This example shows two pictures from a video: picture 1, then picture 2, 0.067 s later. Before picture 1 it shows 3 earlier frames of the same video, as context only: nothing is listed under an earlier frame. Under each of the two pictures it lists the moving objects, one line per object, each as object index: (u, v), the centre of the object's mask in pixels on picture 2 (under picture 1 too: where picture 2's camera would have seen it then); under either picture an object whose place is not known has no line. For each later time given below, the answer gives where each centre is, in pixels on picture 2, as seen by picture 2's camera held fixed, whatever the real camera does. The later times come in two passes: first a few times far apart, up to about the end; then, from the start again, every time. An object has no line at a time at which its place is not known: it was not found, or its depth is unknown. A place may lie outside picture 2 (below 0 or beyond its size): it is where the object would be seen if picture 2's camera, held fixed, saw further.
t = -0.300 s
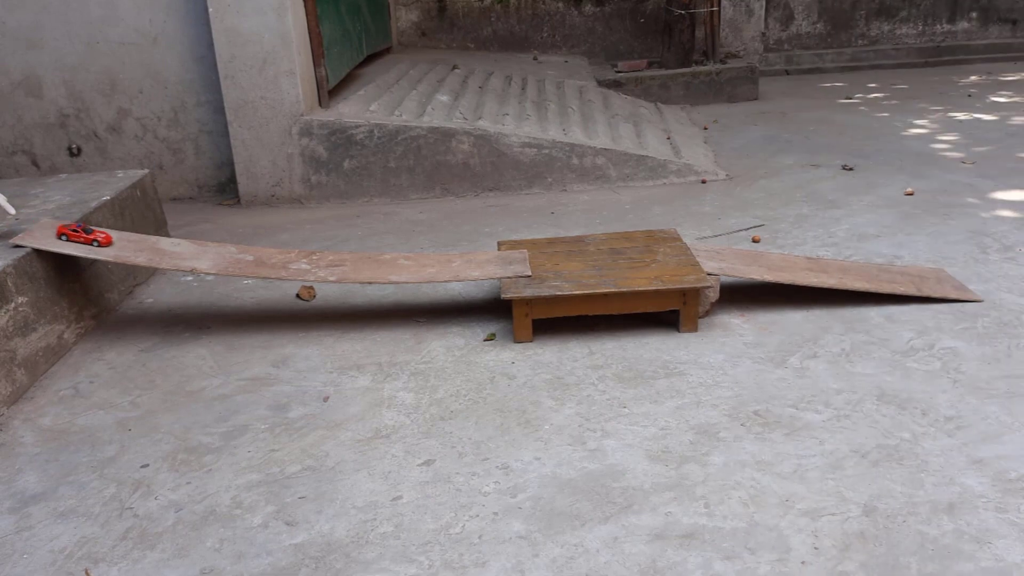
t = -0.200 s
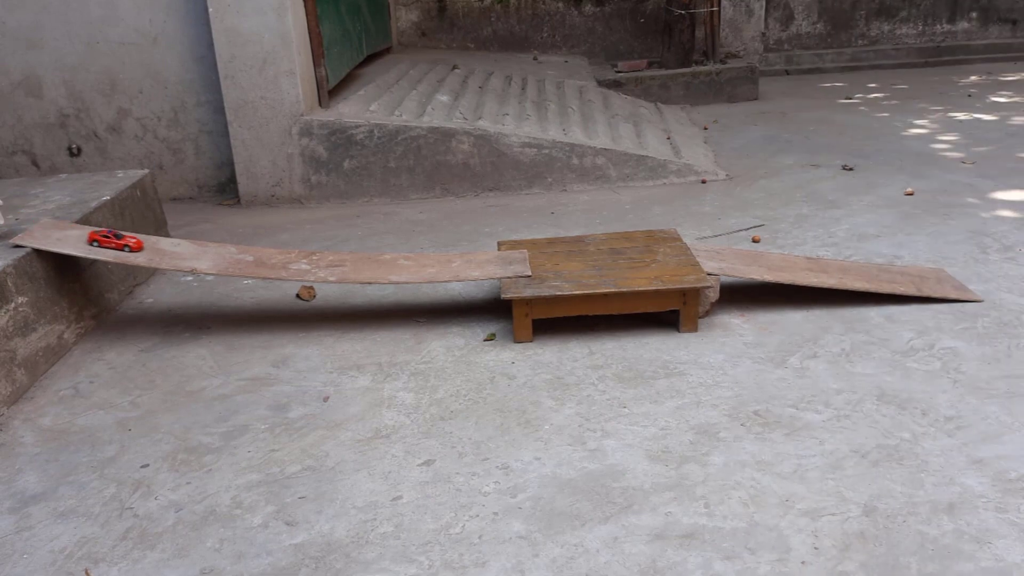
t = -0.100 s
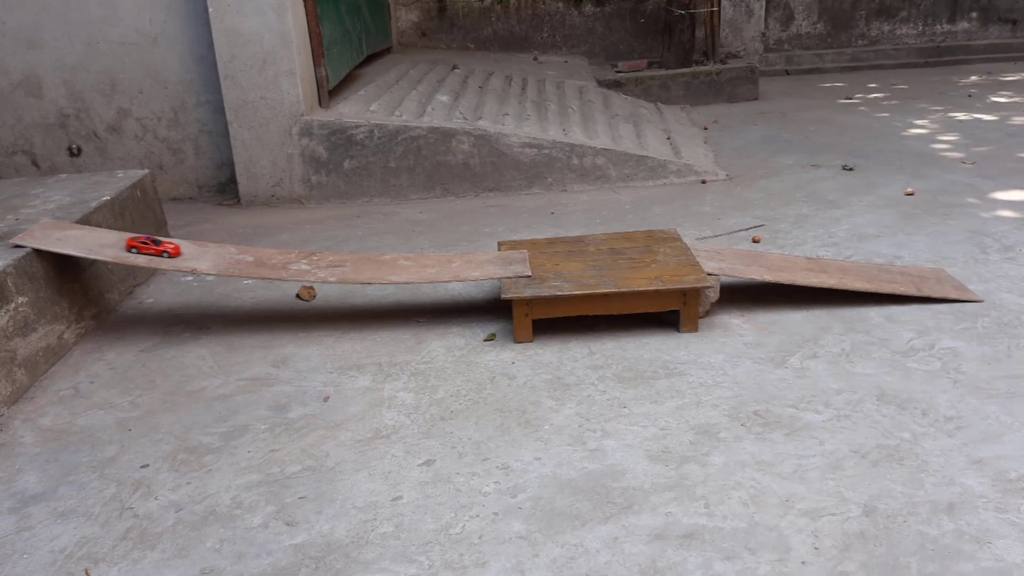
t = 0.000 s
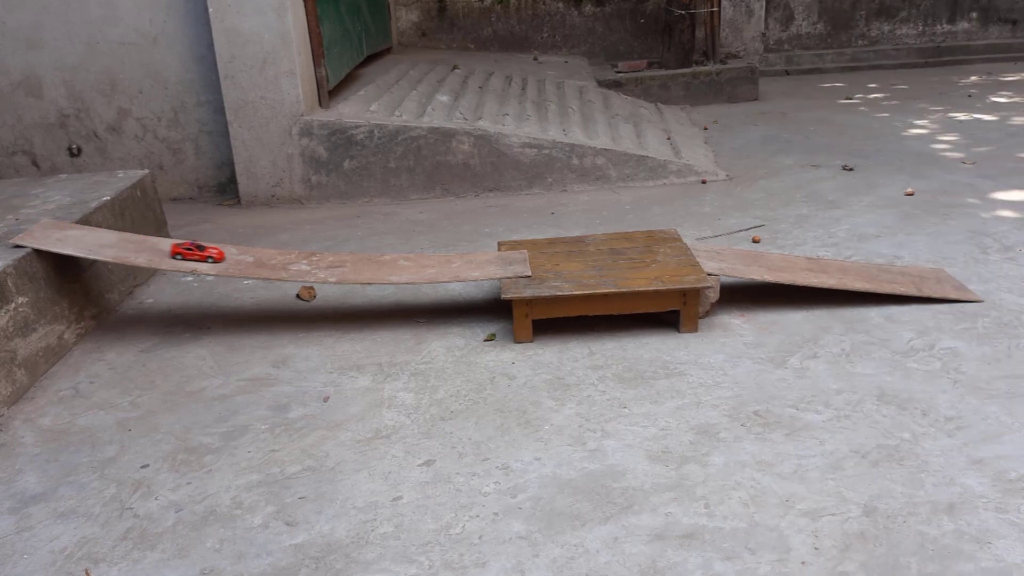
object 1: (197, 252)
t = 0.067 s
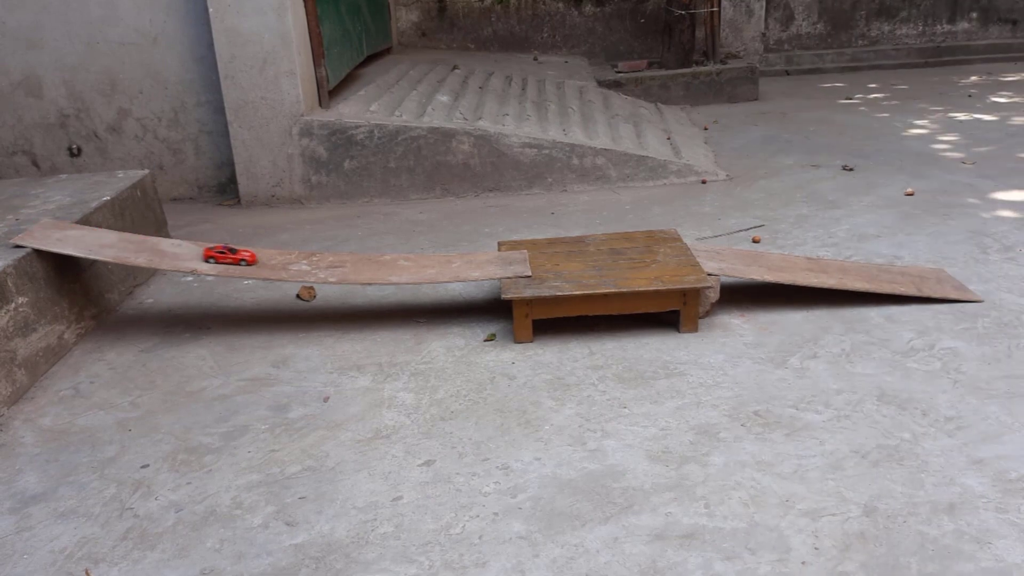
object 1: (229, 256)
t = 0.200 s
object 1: (298, 260)
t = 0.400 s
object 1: (405, 260)
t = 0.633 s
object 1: (523, 250)
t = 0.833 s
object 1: (607, 243)
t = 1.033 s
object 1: (680, 234)
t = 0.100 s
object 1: (246, 257)
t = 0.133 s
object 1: (263, 258)
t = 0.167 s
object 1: (280, 259)
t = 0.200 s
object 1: (298, 260)
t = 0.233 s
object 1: (316, 261)
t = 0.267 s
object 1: (333, 261)
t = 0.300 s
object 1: (352, 261)
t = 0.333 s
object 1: (369, 261)
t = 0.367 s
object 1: (387, 261)
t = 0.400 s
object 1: (405, 260)
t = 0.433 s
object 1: (423, 259)
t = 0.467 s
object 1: (440, 258)
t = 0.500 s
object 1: (457, 257)
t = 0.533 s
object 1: (474, 255)
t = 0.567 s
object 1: (490, 253)
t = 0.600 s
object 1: (507, 251)
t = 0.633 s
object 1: (523, 250)
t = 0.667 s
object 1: (538, 249)
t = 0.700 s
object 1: (552, 249)
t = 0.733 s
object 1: (567, 247)
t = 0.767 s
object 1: (581, 246)
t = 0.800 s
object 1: (594, 245)
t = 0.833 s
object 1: (607, 243)
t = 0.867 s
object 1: (619, 241)
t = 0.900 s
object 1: (632, 240)
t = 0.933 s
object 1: (645, 238)
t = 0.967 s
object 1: (658, 237)
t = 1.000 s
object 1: (669, 235)
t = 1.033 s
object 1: (680, 234)
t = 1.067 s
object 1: (691, 234)
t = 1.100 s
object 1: (701, 236)
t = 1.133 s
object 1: (708, 238)
